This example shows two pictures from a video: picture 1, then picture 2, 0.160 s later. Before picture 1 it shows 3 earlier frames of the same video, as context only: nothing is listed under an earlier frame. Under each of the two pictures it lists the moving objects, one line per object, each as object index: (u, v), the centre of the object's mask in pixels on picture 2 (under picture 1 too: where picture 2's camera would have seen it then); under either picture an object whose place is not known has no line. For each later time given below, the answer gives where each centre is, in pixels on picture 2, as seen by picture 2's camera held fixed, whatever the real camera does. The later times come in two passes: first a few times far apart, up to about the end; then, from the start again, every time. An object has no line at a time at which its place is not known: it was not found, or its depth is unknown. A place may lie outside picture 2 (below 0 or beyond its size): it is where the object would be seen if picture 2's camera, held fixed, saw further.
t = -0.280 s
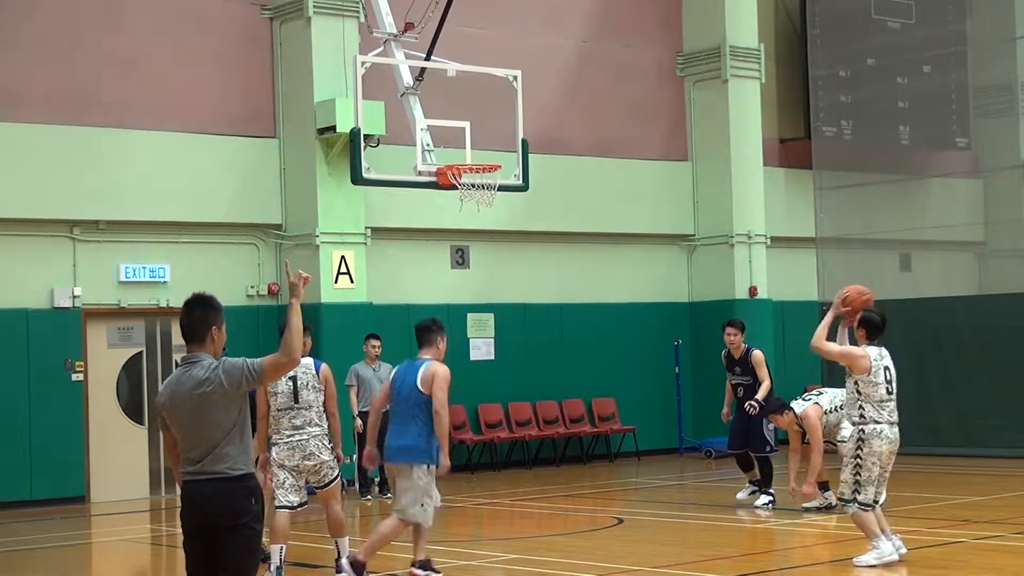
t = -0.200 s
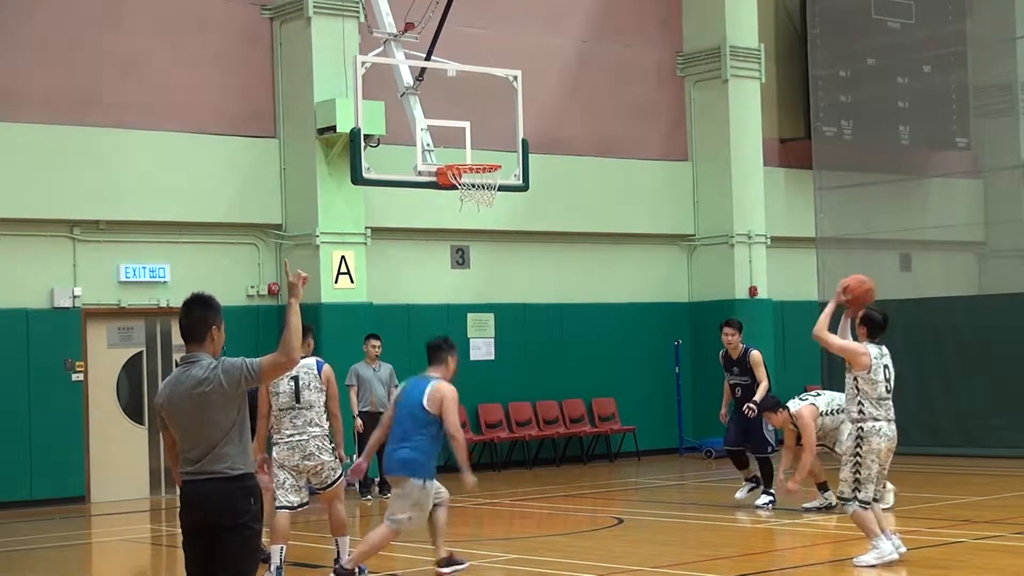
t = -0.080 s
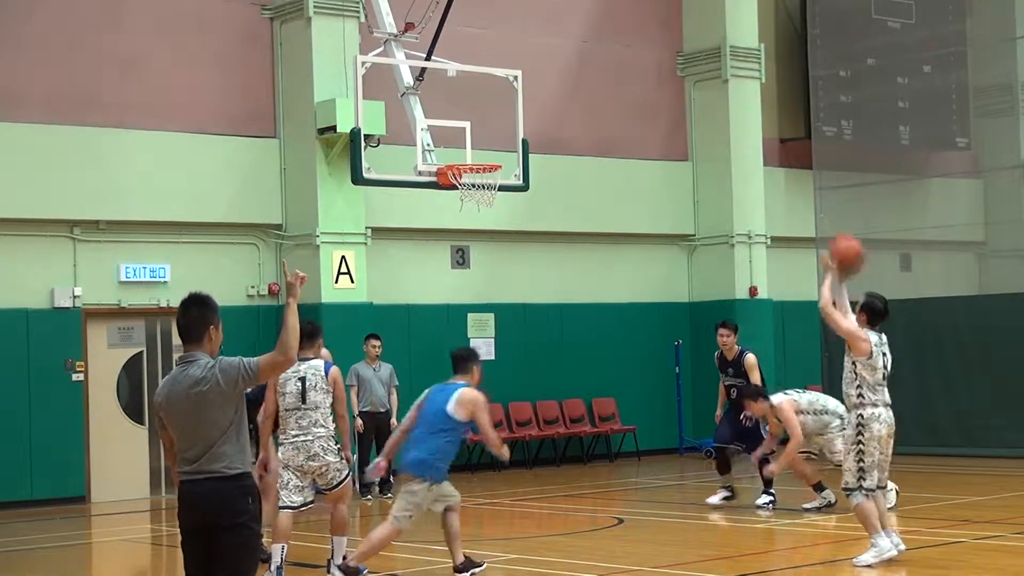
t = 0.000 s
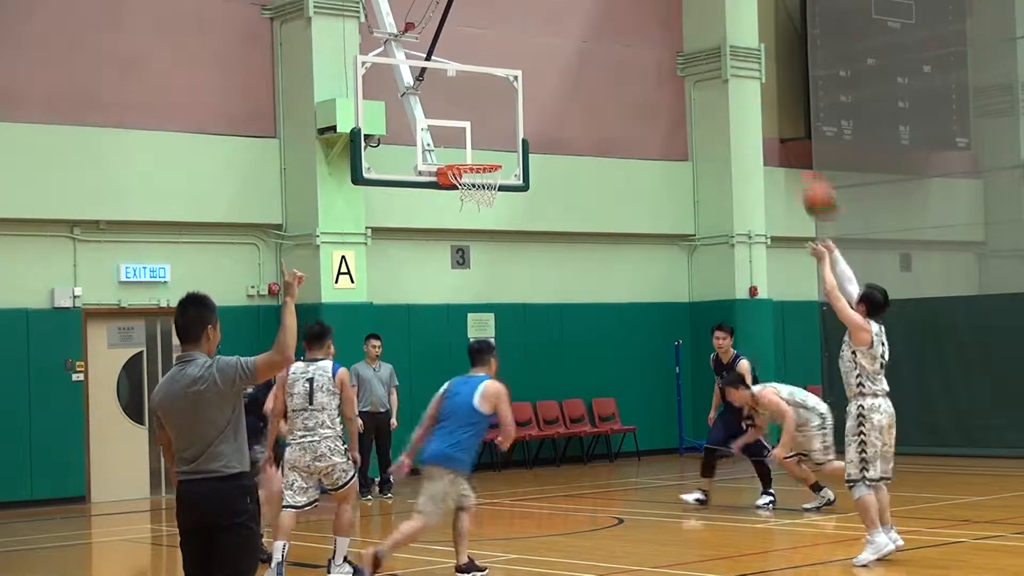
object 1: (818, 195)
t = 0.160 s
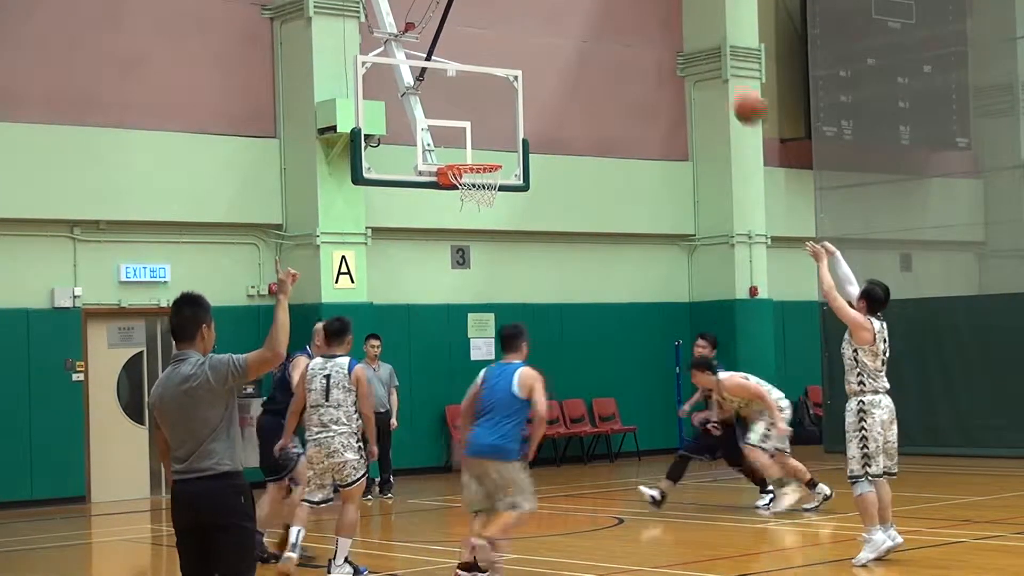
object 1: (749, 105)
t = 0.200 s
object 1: (733, 90)
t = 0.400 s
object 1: (657, 41)
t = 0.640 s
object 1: (576, 50)
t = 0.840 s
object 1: (519, 109)
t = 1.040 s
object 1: (473, 170)
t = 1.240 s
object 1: (470, 208)
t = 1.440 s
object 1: (476, 286)
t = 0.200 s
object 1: (733, 90)
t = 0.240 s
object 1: (716, 77)
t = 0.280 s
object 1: (701, 63)
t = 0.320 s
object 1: (685, 53)
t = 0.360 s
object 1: (669, 46)
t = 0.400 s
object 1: (657, 41)
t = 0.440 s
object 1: (644, 38)
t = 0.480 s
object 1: (630, 37)
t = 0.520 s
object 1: (616, 37)
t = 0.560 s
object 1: (602, 39)
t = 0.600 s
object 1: (589, 44)
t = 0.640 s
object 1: (576, 50)
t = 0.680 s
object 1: (564, 58)
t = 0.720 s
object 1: (553, 69)
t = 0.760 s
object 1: (541, 81)
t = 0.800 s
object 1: (530, 96)
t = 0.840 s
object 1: (519, 109)
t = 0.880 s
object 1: (507, 125)
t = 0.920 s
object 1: (498, 142)
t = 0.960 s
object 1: (487, 154)
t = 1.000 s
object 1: (479, 161)
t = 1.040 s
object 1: (473, 170)
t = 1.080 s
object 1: (472, 176)
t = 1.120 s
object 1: (470, 182)
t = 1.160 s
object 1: (470, 189)
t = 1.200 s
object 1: (470, 200)
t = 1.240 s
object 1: (470, 208)
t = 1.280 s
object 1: (471, 219)
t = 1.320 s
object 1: (473, 233)
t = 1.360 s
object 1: (474, 247)
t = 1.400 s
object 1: (474, 265)
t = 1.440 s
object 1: (476, 286)
